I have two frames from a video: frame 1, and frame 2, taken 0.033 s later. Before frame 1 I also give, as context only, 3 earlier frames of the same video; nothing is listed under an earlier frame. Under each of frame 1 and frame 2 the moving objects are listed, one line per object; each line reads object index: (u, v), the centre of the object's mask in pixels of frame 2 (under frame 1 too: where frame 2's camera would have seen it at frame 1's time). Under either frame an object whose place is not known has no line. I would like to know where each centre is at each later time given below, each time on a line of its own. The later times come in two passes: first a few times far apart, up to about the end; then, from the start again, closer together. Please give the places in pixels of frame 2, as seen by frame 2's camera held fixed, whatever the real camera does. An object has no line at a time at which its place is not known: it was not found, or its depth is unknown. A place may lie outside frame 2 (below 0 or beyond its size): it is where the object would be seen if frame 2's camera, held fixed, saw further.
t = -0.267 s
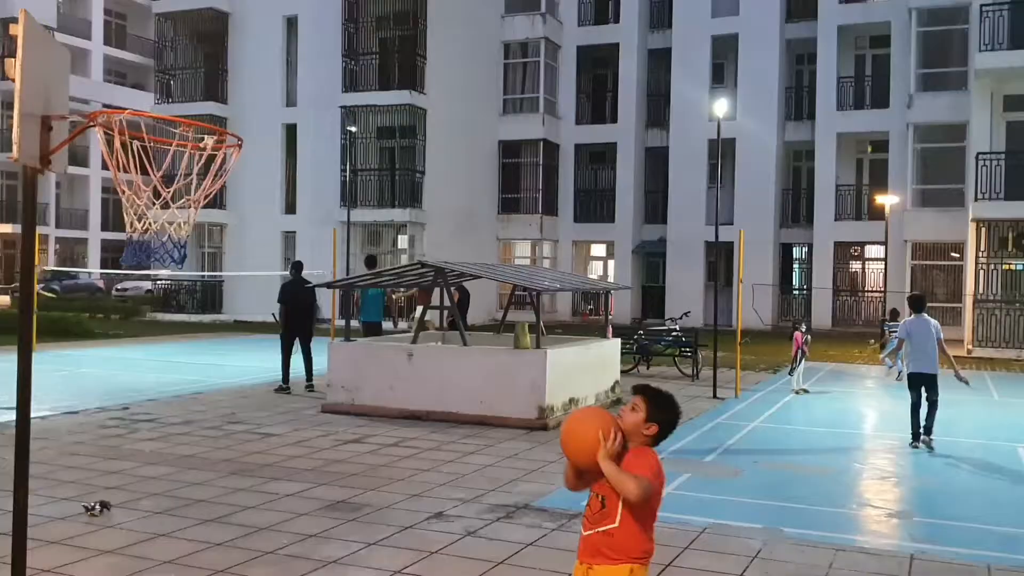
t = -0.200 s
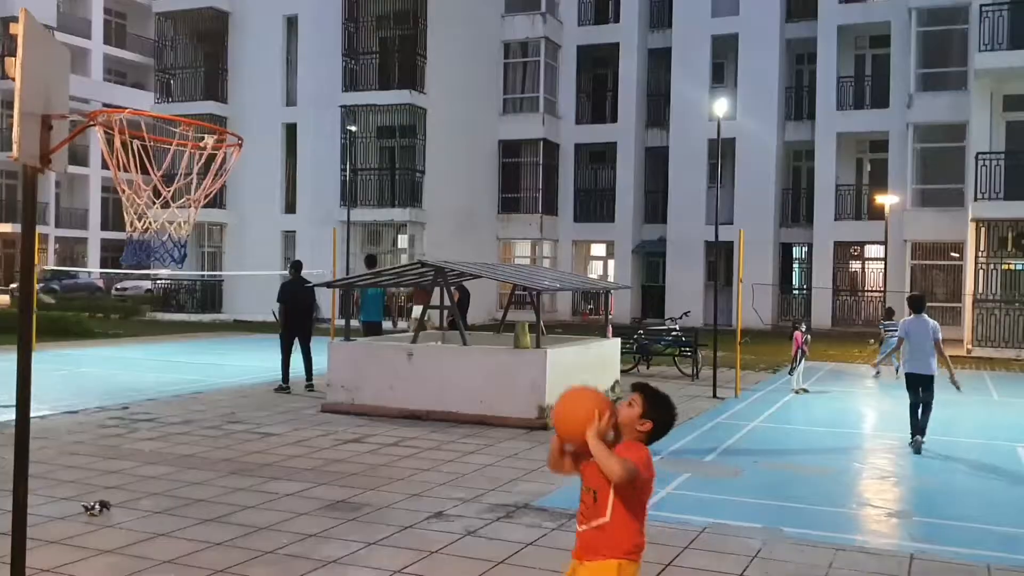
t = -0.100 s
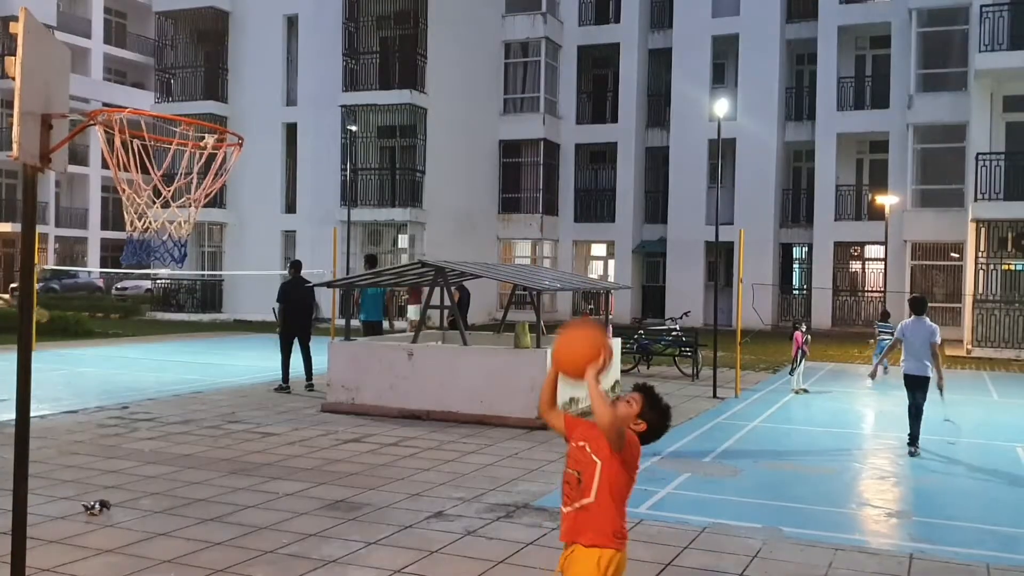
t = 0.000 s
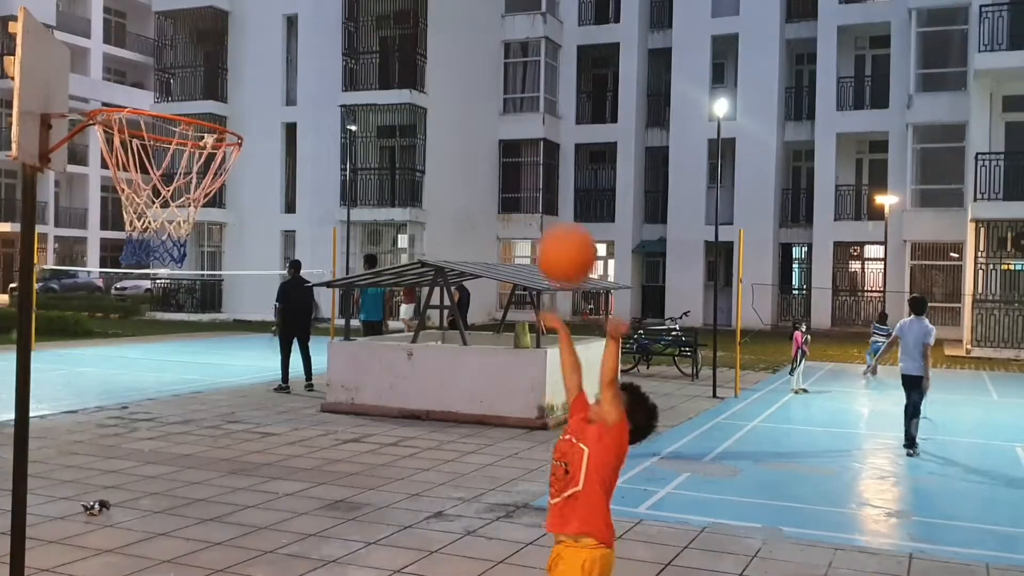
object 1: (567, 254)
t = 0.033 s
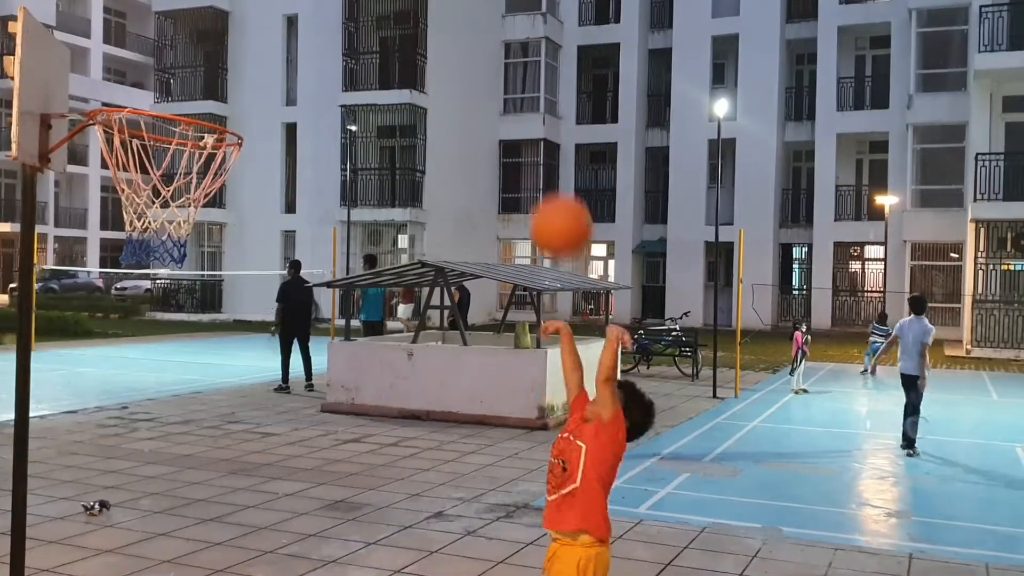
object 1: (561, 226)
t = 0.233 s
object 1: (519, 104)
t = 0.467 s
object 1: (464, 97)
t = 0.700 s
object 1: (402, 252)
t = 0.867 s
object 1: (350, 475)
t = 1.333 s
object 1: (257, 421)
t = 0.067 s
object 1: (554, 200)
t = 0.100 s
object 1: (547, 174)
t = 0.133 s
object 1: (540, 153)
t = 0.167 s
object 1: (533, 134)
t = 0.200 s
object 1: (526, 118)
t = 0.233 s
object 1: (519, 104)
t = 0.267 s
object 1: (511, 94)
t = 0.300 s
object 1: (504, 87)
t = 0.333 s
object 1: (496, 83)
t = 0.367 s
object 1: (488, 81)
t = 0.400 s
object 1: (480, 83)
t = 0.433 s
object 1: (472, 88)
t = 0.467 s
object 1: (464, 97)
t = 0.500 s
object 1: (456, 108)
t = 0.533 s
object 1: (447, 124)
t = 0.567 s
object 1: (438, 142)
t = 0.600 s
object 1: (430, 164)
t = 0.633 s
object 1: (421, 190)
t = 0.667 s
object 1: (412, 218)
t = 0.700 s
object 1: (402, 252)
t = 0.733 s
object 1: (392, 288)
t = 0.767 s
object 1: (382, 329)
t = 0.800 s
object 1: (373, 375)
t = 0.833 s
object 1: (361, 421)
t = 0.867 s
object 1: (350, 475)
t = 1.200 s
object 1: (271, 530)
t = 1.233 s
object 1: (269, 496)
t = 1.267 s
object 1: (265, 468)
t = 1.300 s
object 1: (261, 442)
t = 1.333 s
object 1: (257, 421)
